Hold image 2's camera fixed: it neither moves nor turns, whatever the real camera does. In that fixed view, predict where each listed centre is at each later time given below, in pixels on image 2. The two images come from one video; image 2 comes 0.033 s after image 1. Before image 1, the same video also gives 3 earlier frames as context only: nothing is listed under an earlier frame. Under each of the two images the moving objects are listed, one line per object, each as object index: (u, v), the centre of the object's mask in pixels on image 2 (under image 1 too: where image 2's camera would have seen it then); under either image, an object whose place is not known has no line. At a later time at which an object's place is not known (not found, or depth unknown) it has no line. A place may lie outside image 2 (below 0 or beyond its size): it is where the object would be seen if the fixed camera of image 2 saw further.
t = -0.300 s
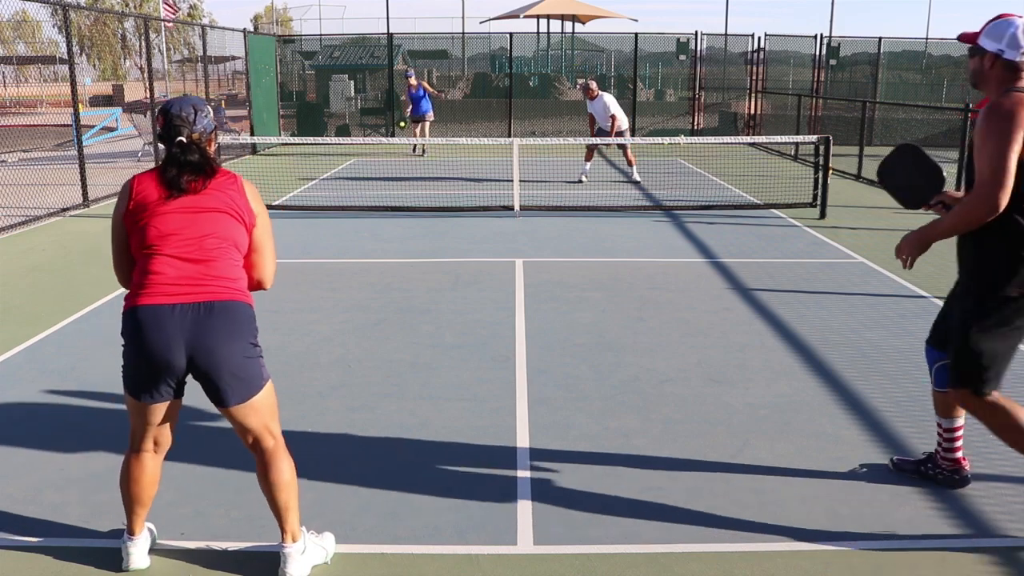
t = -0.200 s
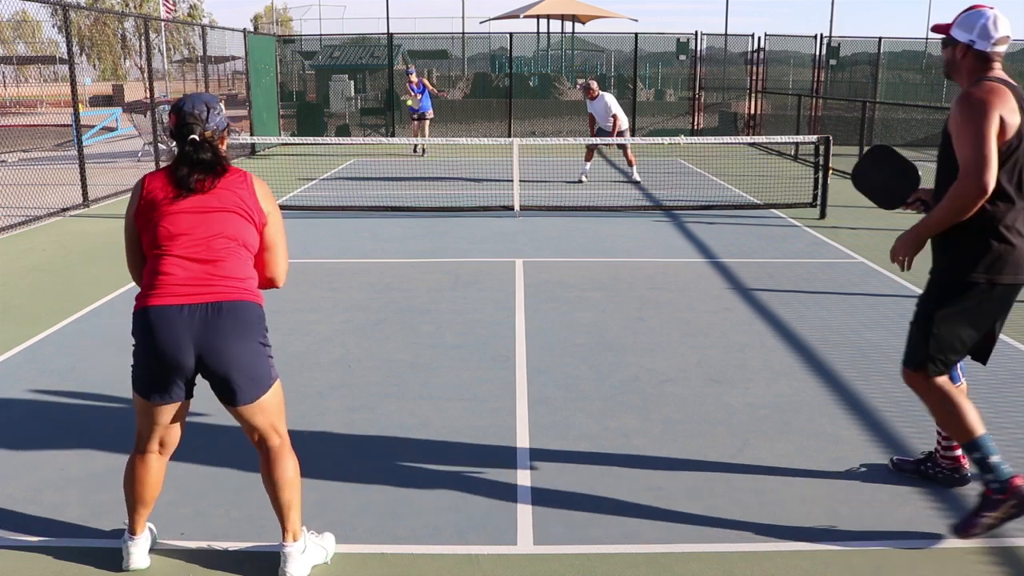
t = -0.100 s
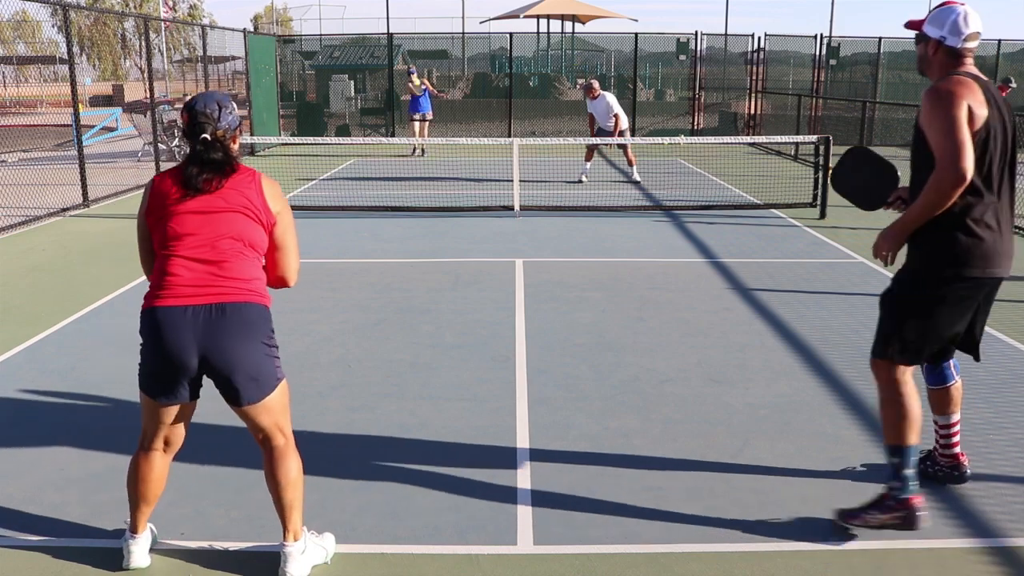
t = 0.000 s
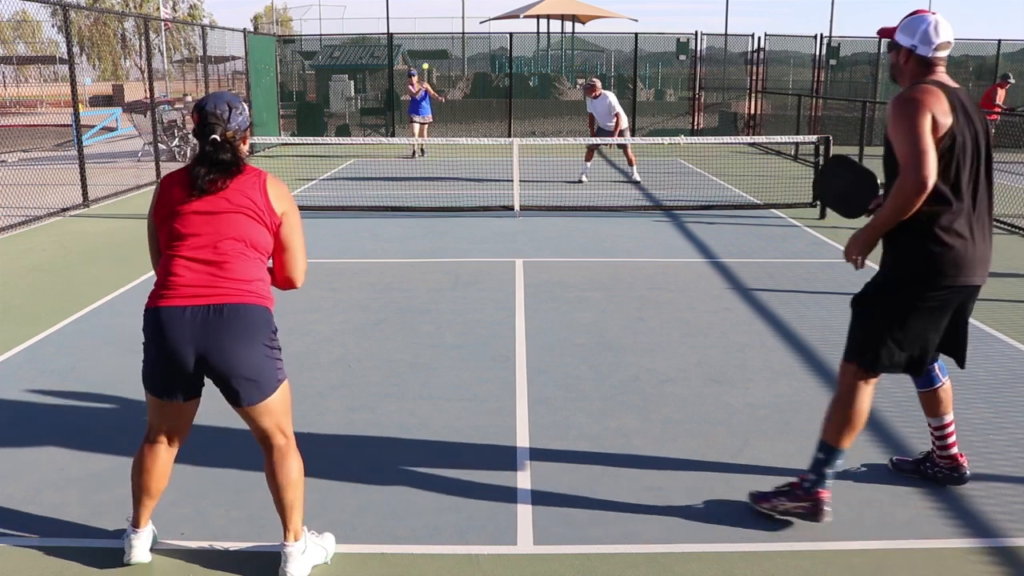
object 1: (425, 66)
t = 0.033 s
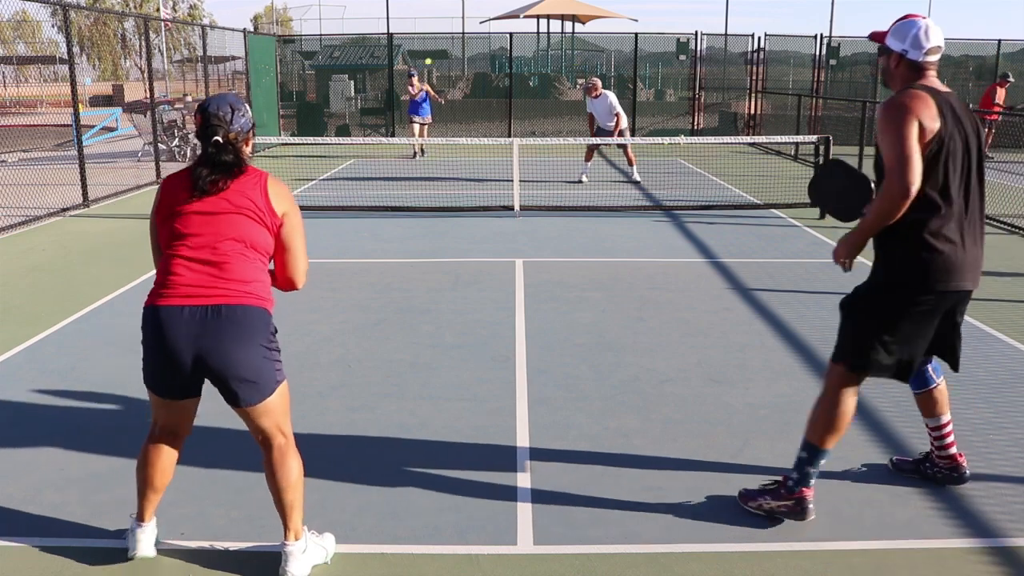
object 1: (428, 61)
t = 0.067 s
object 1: (430, 57)
